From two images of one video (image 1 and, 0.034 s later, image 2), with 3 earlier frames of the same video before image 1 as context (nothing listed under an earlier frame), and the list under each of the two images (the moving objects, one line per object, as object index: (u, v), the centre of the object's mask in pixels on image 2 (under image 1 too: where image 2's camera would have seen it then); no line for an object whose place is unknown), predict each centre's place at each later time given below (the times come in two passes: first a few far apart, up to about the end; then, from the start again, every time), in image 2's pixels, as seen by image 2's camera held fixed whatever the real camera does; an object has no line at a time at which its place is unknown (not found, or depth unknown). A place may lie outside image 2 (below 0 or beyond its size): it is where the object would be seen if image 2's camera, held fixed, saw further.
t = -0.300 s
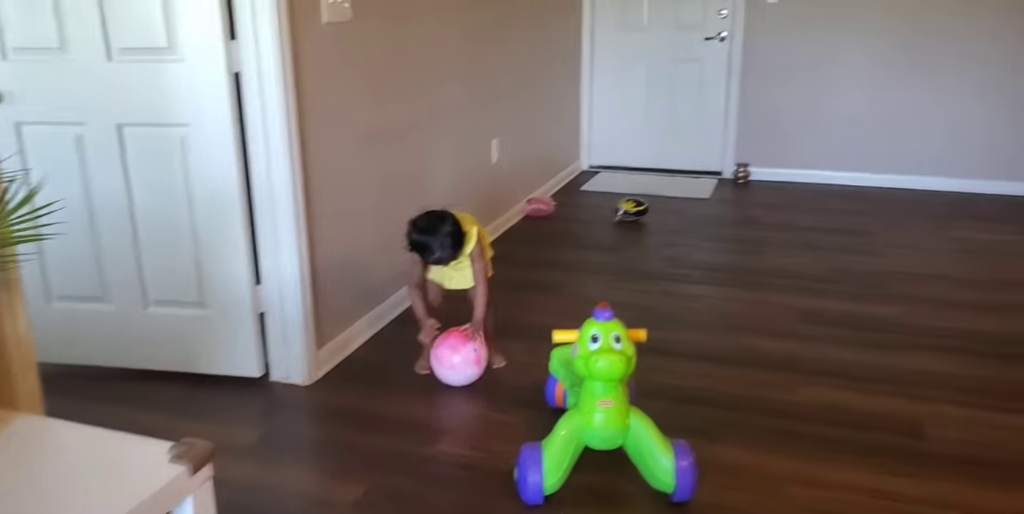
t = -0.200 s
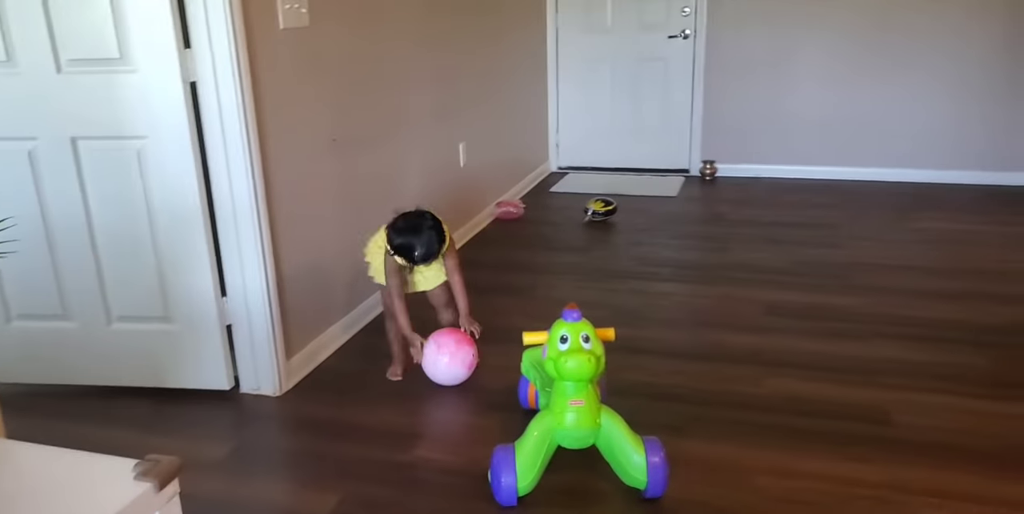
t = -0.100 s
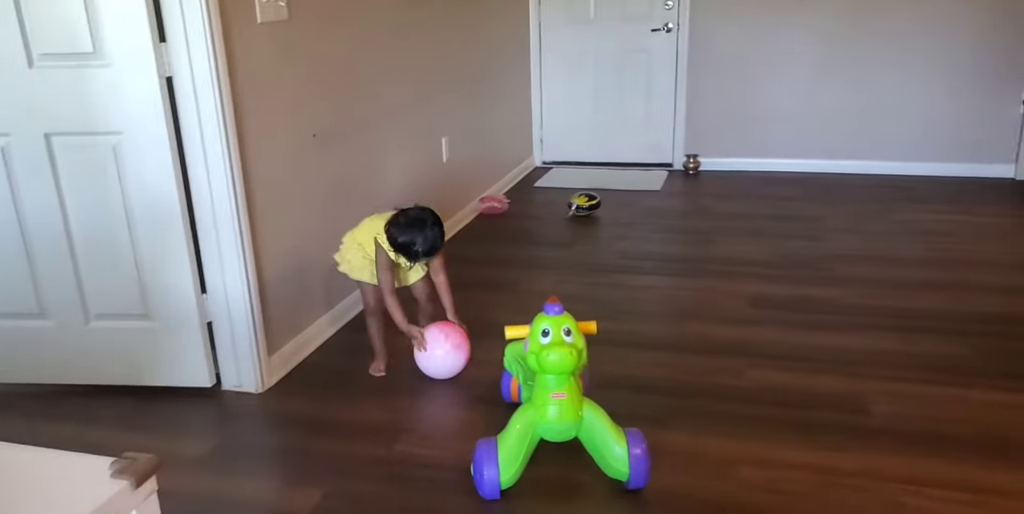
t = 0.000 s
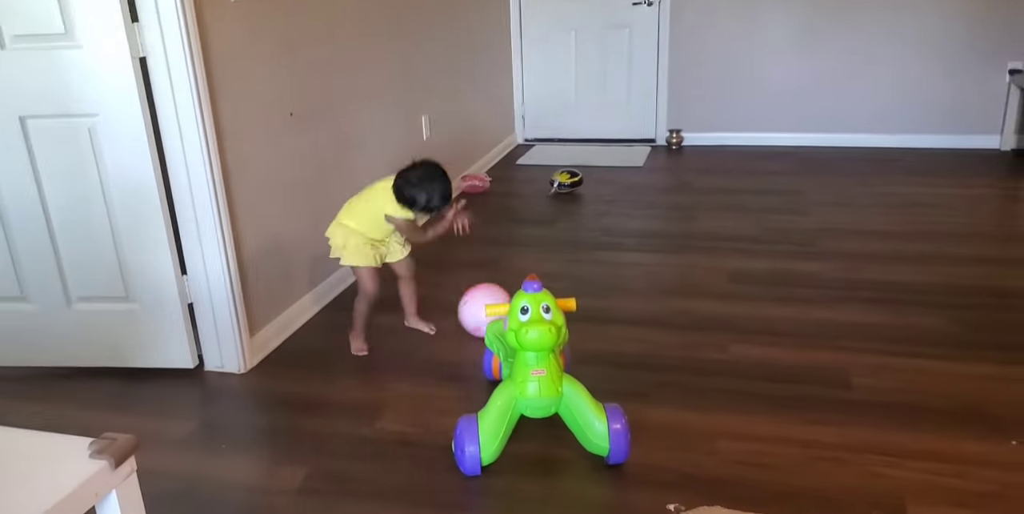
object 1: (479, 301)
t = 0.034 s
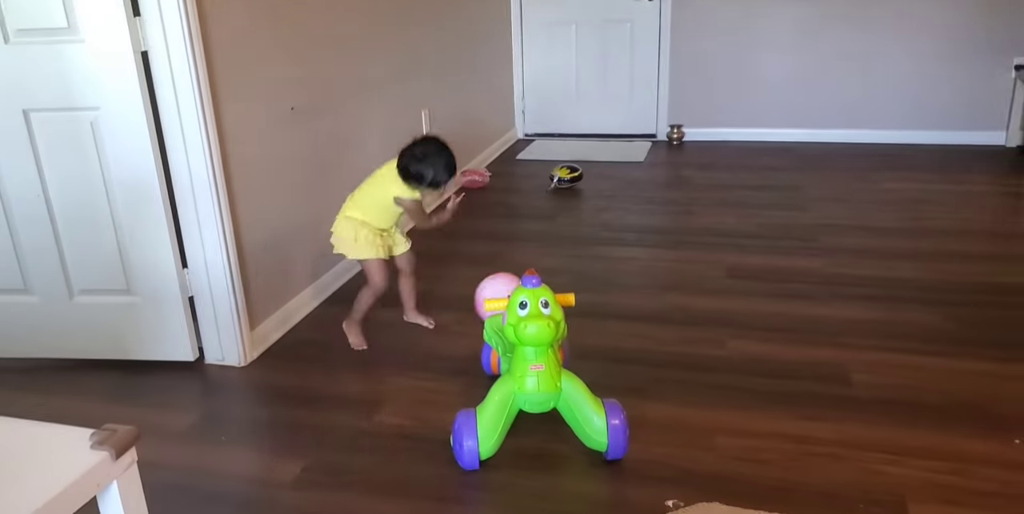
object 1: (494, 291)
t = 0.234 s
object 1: (580, 271)
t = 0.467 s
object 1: (655, 240)
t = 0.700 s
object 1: (700, 215)
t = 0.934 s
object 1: (730, 192)
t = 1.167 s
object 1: (748, 172)
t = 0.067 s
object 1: (507, 282)
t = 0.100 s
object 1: (537, 274)
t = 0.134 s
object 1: (555, 275)
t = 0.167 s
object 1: (563, 275)
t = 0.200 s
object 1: (574, 273)
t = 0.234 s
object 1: (580, 271)
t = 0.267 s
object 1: (592, 267)
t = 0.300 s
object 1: (603, 263)
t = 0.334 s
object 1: (615, 258)
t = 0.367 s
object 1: (626, 253)
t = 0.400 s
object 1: (636, 249)
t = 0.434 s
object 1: (646, 244)
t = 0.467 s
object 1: (655, 240)
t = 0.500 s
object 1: (662, 236)
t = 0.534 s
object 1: (670, 232)
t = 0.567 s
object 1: (674, 230)
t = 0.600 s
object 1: (681, 226)
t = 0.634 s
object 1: (687, 223)
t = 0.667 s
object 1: (694, 218)
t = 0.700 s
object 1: (700, 215)
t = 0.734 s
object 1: (706, 211)
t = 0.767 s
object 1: (712, 207)
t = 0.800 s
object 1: (716, 204)
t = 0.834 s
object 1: (721, 200)
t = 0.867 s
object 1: (725, 197)
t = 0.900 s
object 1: (728, 194)
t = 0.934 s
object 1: (730, 192)
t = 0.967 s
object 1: (734, 189)
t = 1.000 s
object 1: (736, 186)
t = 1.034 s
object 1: (739, 184)
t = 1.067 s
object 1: (742, 181)
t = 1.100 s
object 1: (744, 178)
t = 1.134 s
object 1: (746, 175)
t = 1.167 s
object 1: (748, 172)
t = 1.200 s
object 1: (750, 170)
